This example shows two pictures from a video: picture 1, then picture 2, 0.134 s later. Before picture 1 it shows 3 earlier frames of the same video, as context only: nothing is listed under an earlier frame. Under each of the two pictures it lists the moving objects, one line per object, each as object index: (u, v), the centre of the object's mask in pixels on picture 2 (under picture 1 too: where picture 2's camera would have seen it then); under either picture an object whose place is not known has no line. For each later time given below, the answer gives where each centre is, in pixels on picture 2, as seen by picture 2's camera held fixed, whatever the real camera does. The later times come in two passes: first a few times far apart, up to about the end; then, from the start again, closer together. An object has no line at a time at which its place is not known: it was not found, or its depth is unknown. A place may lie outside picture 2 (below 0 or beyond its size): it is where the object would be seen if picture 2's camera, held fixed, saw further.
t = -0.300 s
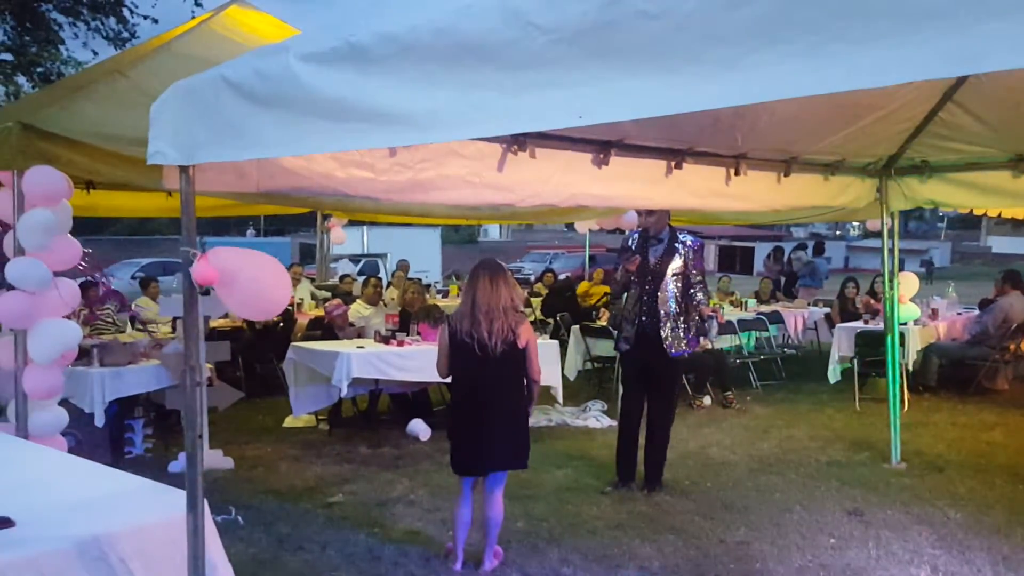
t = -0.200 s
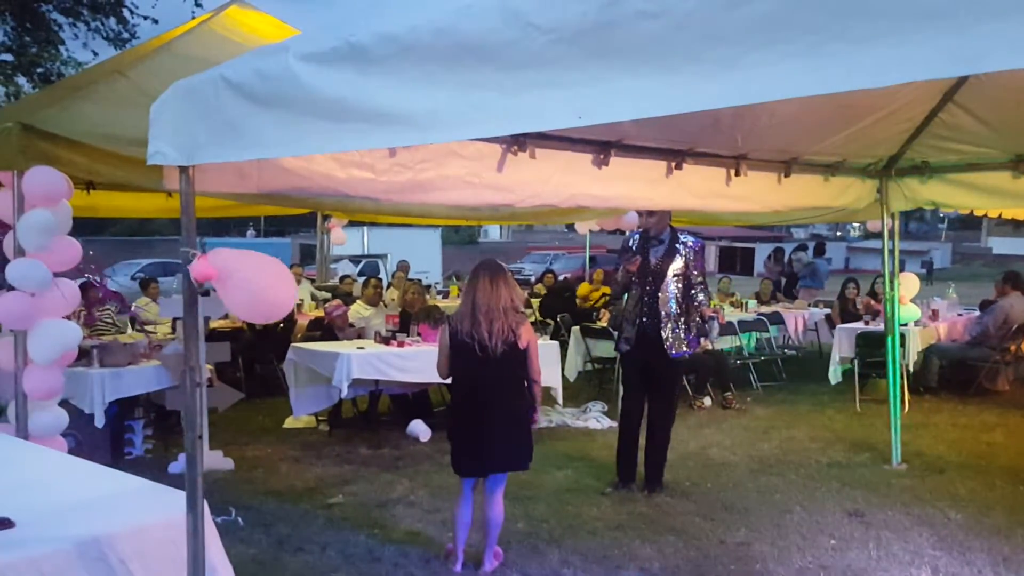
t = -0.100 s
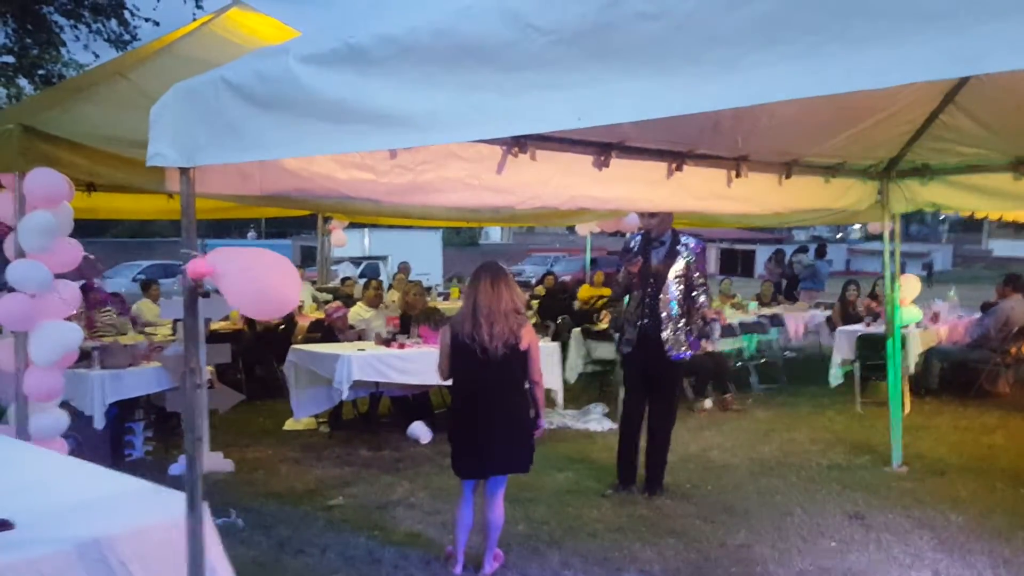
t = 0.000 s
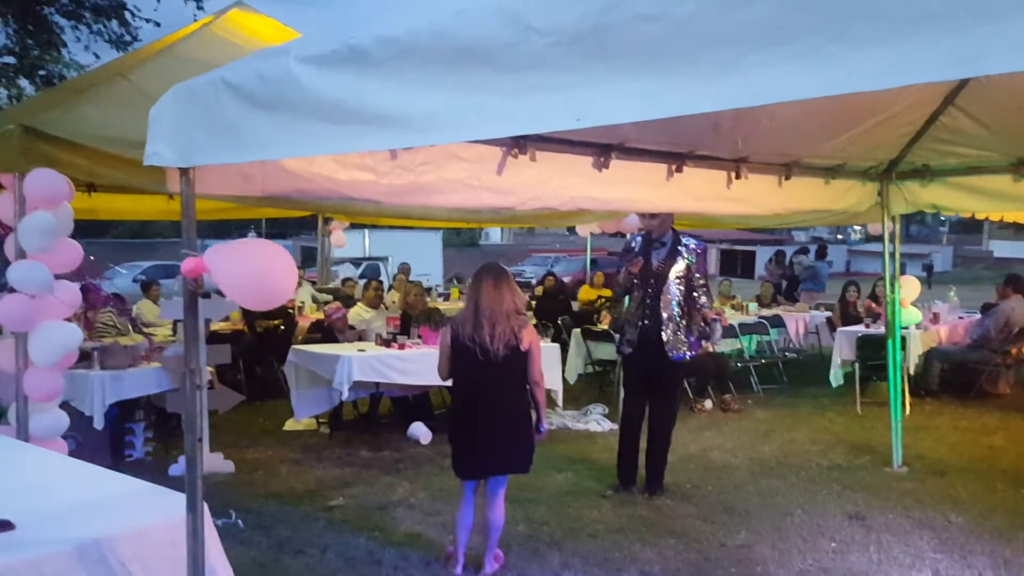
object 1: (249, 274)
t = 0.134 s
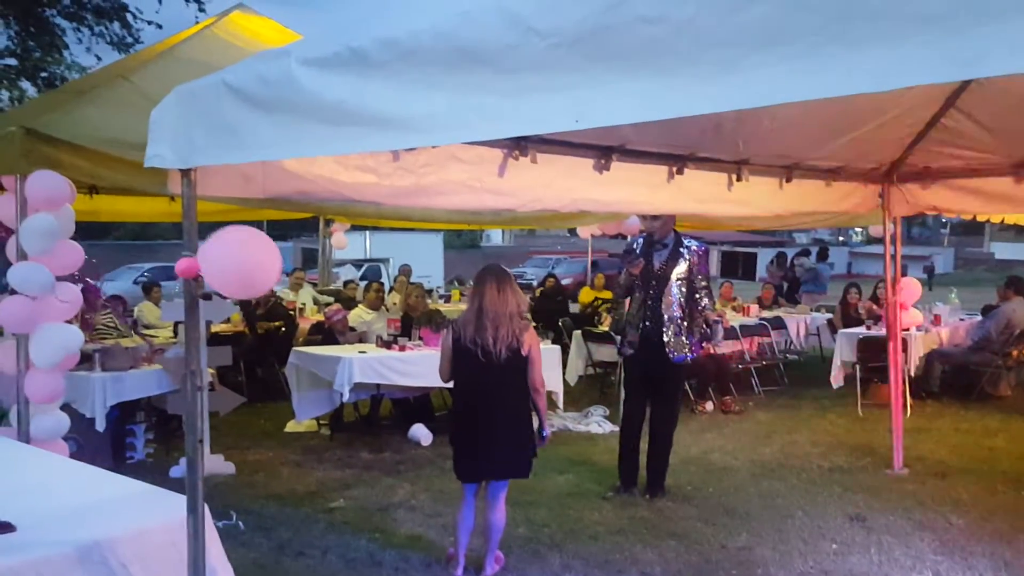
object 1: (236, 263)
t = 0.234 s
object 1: (228, 255)
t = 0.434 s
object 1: (243, 243)
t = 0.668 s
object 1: (256, 257)
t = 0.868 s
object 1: (257, 267)
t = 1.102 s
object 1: (248, 251)
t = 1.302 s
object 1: (236, 260)
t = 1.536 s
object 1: (231, 272)
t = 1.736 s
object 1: (231, 294)
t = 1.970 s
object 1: (245, 294)
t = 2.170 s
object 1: (257, 279)
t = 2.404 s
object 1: (241, 275)
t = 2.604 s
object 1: (199, 293)
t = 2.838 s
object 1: (221, 274)
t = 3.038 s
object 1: (249, 268)
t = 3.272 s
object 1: (251, 286)
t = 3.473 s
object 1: (250, 279)
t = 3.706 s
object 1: (256, 270)
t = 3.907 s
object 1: (253, 267)
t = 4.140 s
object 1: (220, 287)
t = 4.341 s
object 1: (203, 284)
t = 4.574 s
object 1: (232, 266)
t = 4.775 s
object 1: (254, 271)
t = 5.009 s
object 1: (256, 266)
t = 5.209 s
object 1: (218, 286)
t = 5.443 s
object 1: (202, 272)
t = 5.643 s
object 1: (238, 271)
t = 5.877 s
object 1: (255, 277)
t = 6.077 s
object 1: (250, 290)
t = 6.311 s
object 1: (236, 298)
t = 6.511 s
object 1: (225, 295)
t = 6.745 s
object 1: (229, 293)
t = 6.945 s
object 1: (239, 287)
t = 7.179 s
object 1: (249, 287)
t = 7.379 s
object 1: (240, 296)
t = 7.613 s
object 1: (219, 291)
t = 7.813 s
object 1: (224, 286)
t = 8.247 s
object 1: (244, 299)
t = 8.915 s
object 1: (217, 293)
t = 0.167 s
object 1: (232, 260)
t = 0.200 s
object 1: (229, 257)
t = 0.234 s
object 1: (228, 255)
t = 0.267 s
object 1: (228, 253)
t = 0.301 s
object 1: (230, 252)
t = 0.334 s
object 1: (233, 249)
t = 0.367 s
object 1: (236, 247)
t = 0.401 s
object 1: (240, 244)
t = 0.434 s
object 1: (243, 243)
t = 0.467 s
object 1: (247, 243)
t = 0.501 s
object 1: (249, 244)
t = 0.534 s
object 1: (251, 245)
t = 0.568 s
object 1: (252, 247)
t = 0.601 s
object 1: (254, 250)
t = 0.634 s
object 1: (255, 253)
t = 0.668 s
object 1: (256, 257)
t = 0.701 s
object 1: (257, 262)
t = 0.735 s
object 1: (257, 266)
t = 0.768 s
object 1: (256, 269)
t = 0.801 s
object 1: (256, 270)
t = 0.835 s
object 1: (256, 269)
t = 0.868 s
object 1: (257, 267)
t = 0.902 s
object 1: (256, 264)
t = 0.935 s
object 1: (255, 261)
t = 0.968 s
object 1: (254, 258)
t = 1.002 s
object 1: (253, 256)
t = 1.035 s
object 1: (252, 254)
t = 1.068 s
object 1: (250, 253)
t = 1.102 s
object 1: (248, 251)
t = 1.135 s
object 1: (245, 252)
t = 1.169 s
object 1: (243, 253)
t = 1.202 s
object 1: (242, 254)
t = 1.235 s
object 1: (239, 256)
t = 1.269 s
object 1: (237, 258)
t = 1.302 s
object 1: (236, 260)
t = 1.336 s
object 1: (234, 261)
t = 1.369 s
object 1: (233, 262)
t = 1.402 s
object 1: (233, 263)
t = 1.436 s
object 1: (232, 264)
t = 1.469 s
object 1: (231, 266)
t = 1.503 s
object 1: (231, 268)
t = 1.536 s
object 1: (231, 272)
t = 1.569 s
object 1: (231, 275)
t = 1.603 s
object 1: (231, 279)
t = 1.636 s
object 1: (231, 283)
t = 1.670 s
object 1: (230, 287)
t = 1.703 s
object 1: (230, 290)
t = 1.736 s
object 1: (231, 294)
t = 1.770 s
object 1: (232, 296)
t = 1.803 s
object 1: (234, 298)
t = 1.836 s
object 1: (236, 298)
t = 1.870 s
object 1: (239, 297)
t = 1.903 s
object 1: (241, 297)
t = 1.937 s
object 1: (243, 296)
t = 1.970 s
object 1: (245, 294)
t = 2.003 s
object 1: (248, 293)
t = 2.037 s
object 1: (250, 291)
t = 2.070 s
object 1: (251, 288)
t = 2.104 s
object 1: (253, 285)
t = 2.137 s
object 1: (256, 282)
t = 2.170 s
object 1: (257, 279)
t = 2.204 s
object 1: (258, 276)
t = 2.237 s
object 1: (258, 275)
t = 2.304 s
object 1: (252, 273)
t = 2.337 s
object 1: (249, 274)
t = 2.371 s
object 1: (245, 274)
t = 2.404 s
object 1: (241, 275)
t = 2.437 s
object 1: (235, 277)
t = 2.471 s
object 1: (228, 280)
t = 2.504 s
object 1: (220, 284)
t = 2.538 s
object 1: (211, 288)
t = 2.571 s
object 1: (204, 291)
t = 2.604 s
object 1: (199, 293)
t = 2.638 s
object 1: (196, 293)
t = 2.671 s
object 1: (197, 292)
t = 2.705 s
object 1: (200, 289)
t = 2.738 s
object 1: (205, 285)
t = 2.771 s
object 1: (210, 282)
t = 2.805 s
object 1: (216, 278)
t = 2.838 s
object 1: (221, 274)
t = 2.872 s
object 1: (227, 272)
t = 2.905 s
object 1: (233, 269)
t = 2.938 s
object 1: (238, 268)
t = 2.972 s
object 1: (242, 267)
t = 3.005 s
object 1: (245, 268)
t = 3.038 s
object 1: (249, 268)
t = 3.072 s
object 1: (251, 270)
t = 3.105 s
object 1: (253, 272)
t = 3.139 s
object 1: (254, 275)
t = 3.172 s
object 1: (254, 278)
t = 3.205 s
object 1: (253, 281)
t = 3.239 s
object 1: (252, 284)
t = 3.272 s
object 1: (251, 286)
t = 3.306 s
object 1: (251, 287)
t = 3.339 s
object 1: (249, 287)
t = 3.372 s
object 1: (248, 286)
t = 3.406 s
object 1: (248, 284)
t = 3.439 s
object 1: (249, 282)
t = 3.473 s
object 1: (250, 279)
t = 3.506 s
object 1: (252, 277)
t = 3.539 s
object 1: (253, 276)
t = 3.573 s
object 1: (253, 274)
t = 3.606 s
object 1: (254, 273)
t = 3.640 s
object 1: (254, 273)
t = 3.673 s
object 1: (255, 271)
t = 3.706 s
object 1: (256, 270)
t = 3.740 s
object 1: (256, 269)
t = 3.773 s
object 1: (256, 268)
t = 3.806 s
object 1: (256, 266)
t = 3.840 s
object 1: (255, 266)
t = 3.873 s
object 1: (255, 266)
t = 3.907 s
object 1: (253, 267)
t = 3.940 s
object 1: (251, 269)
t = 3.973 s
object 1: (248, 272)
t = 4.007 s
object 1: (245, 275)
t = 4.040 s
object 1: (240, 278)
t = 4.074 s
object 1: (234, 282)
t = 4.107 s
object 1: (227, 285)
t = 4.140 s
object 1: (220, 287)
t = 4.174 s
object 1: (213, 289)
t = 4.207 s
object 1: (207, 290)
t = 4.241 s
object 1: (203, 290)
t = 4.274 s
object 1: (201, 289)
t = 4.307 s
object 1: (201, 287)
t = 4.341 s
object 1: (203, 284)
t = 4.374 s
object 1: (206, 280)
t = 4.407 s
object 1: (210, 277)
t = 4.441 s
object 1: (214, 274)
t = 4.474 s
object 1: (218, 270)
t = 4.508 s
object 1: (222, 268)
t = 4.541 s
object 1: (227, 266)
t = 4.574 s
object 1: (232, 266)
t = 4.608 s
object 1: (237, 268)
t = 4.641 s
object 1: (241, 270)
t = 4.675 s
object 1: (246, 271)
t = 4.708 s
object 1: (250, 272)
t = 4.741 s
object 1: (253, 272)
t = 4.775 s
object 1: (254, 271)
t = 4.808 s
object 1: (256, 269)
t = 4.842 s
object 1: (256, 266)
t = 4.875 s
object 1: (256, 264)
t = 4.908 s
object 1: (256, 262)
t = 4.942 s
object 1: (257, 262)
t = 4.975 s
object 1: (256, 264)
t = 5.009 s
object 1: (256, 266)
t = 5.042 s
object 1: (254, 270)
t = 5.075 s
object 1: (251, 274)
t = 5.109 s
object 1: (246, 279)
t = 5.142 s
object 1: (240, 282)
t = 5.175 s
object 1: (231, 285)
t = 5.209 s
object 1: (218, 286)
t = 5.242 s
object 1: (205, 287)
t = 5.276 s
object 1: (196, 286)
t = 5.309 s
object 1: (191, 285)
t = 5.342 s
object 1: (188, 282)
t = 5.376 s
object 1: (190, 278)
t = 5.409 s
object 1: (195, 274)
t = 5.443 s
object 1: (202, 272)
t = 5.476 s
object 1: (209, 270)
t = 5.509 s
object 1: (217, 270)
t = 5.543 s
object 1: (223, 269)
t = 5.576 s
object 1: (229, 269)
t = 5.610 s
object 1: (234, 269)
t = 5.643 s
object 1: (238, 271)
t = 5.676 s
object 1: (241, 272)
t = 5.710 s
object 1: (244, 274)
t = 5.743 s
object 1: (247, 275)
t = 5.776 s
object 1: (249, 276)
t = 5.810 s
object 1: (252, 276)
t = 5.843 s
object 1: (253, 276)
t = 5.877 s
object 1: (255, 277)
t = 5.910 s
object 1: (254, 278)
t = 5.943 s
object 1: (254, 280)
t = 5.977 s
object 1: (254, 282)
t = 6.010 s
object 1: (253, 284)
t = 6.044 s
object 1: (252, 287)
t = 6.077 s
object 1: (250, 290)
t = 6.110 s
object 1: (249, 292)
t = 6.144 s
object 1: (247, 295)
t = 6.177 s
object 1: (244, 297)
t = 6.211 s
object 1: (241, 299)
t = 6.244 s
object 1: (239, 299)
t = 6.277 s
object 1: (237, 299)
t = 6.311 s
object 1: (236, 298)
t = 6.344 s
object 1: (234, 298)
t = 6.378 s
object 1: (232, 297)
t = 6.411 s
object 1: (229, 297)
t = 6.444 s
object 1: (228, 296)
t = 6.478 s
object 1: (226, 295)
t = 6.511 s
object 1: (225, 295)
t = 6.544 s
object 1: (224, 296)
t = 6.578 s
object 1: (223, 296)
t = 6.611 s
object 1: (224, 296)
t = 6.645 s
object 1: (225, 296)
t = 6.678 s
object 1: (226, 295)
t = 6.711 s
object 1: (227, 294)
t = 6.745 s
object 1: (229, 293)
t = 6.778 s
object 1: (230, 292)
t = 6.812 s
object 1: (232, 290)
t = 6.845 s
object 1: (234, 289)
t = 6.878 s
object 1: (235, 288)
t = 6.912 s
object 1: (237, 288)
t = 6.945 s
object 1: (239, 287)
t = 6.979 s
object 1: (241, 286)
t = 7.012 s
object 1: (243, 286)
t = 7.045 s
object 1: (245, 285)
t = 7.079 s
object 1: (247, 285)
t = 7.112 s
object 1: (246, 286)
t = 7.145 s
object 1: (248, 286)
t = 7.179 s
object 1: (249, 287)
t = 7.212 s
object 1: (249, 287)
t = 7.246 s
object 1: (249, 288)
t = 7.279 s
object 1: (248, 290)
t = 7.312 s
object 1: (246, 293)
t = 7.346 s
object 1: (243, 294)
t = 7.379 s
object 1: (240, 296)
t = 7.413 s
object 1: (237, 296)
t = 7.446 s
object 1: (233, 297)
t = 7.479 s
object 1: (230, 296)
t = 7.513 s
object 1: (226, 296)
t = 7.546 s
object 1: (223, 294)
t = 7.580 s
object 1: (221, 293)
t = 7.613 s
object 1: (219, 291)
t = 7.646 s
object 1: (218, 290)
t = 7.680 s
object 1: (218, 288)
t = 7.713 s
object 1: (218, 287)
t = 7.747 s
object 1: (220, 286)
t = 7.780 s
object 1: (222, 286)
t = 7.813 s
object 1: (224, 286)
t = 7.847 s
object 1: (227, 285)
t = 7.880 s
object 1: (230, 286)
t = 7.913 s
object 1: (233, 286)
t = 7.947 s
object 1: (236, 287)
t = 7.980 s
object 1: (237, 288)
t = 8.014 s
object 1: (239, 290)
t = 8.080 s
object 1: (242, 293)
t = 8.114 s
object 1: (243, 295)
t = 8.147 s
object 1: (244, 296)
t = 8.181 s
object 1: (244, 297)
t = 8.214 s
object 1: (244, 298)
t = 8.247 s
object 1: (244, 299)
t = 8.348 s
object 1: (243, 300)
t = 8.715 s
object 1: (237, 292)
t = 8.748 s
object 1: (235, 291)
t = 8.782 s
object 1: (232, 290)
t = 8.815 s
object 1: (229, 289)
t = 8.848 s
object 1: (224, 290)
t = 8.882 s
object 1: (221, 291)
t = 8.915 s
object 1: (217, 293)
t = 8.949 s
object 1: (213, 294)
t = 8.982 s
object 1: (211, 294)
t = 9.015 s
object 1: (210, 294)
